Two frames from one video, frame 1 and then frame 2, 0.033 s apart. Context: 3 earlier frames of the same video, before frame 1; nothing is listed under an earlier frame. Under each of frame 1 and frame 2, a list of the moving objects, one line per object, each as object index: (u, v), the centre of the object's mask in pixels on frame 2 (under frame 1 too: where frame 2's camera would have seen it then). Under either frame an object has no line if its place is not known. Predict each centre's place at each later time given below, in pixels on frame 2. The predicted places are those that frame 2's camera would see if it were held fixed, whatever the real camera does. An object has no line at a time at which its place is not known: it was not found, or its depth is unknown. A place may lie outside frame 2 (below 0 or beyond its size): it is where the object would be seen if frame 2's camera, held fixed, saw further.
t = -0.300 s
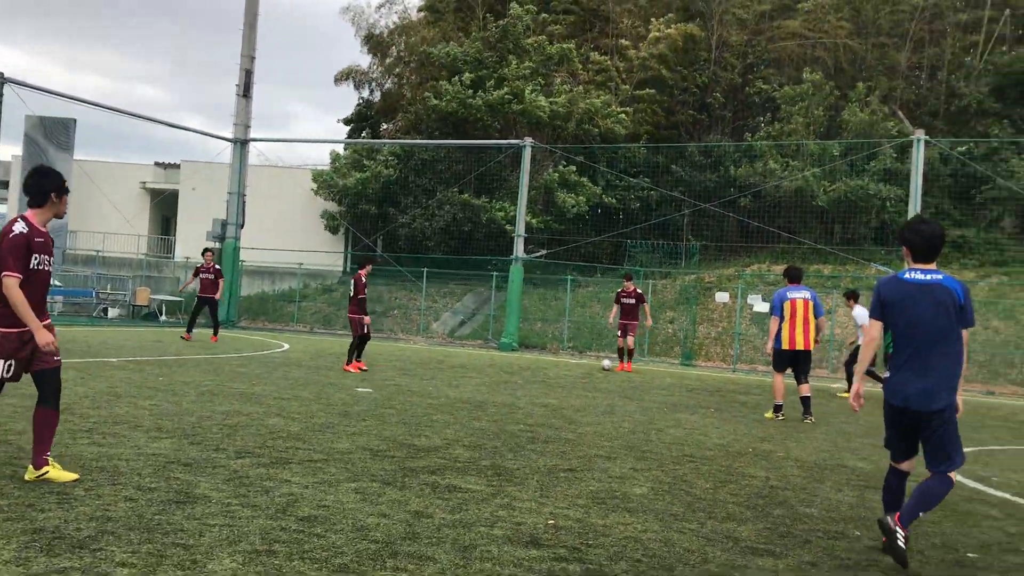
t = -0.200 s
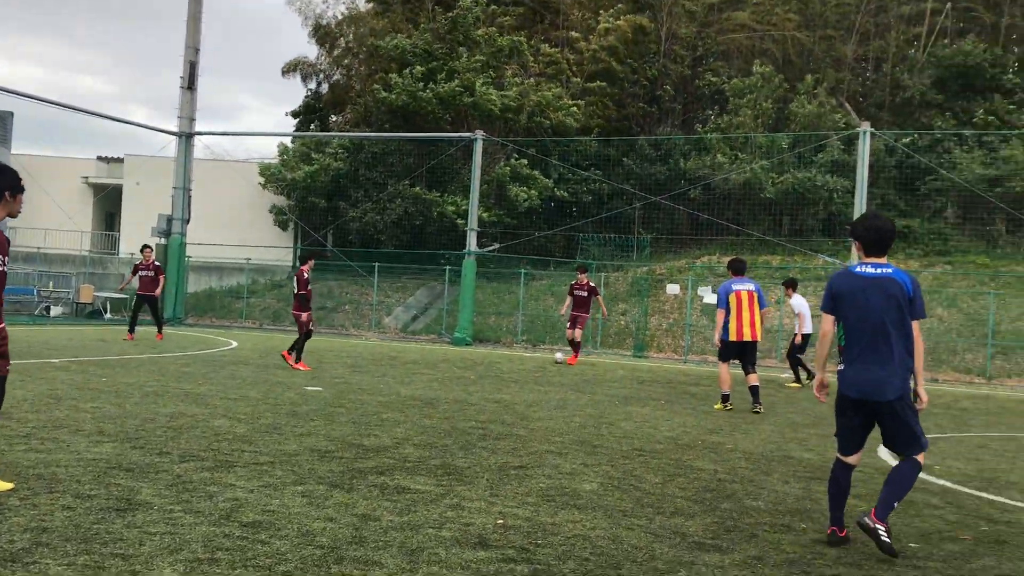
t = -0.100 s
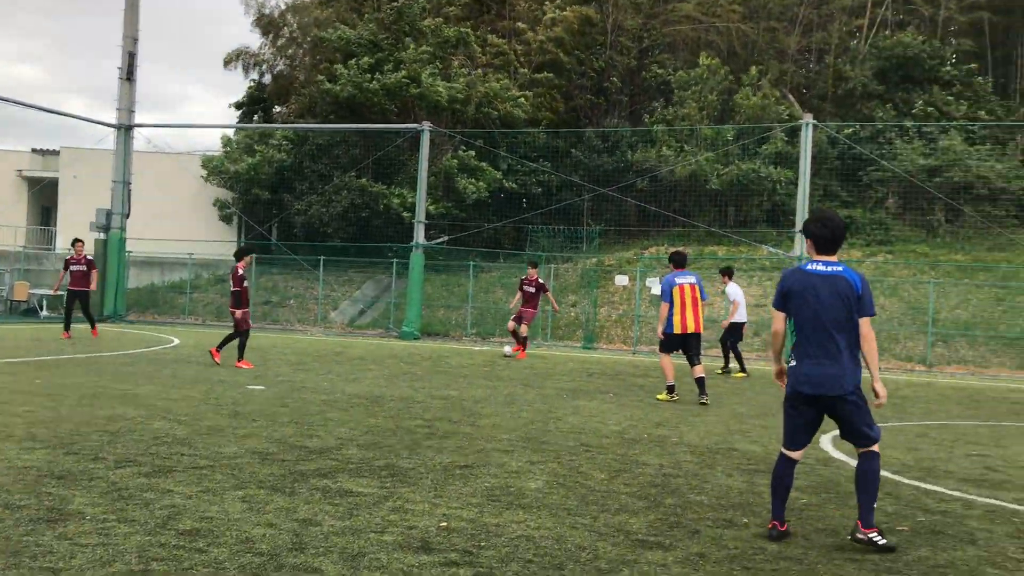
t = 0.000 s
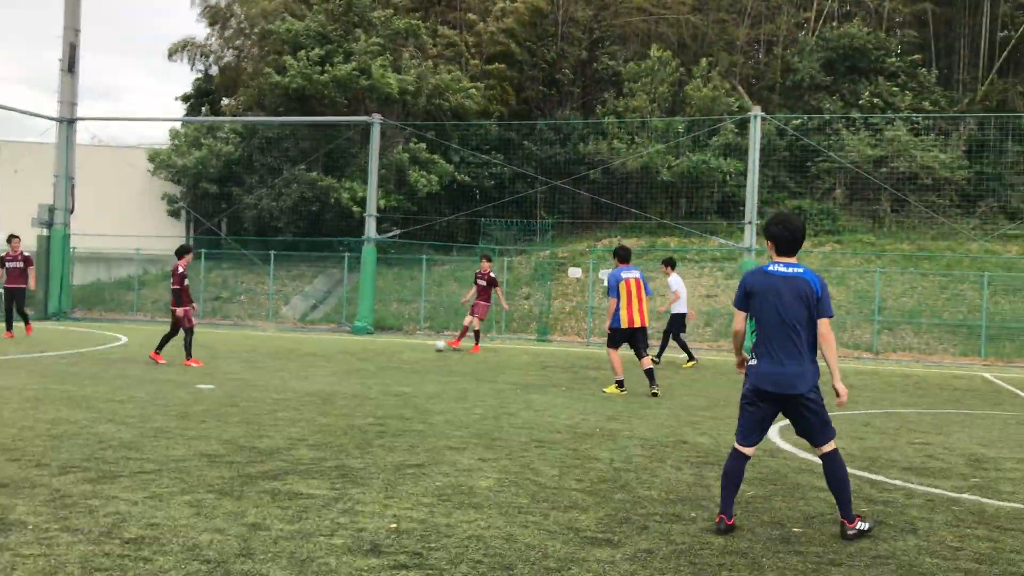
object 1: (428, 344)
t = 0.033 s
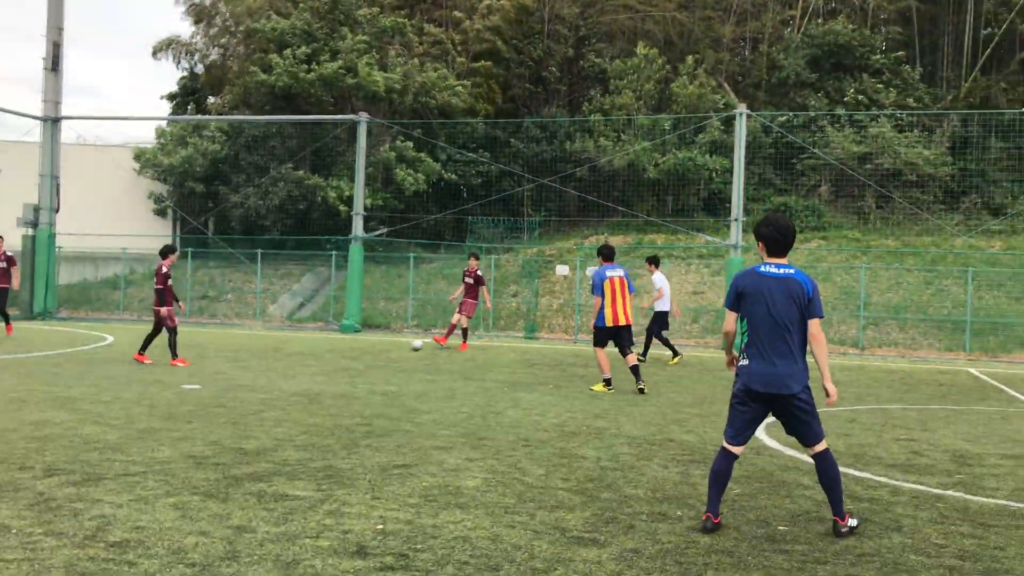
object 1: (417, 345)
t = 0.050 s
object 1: (410, 346)
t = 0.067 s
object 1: (405, 347)
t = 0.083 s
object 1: (400, 348)
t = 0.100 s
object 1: (394, 348)
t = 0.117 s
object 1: (388, 348)
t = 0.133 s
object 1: (383, 348)
